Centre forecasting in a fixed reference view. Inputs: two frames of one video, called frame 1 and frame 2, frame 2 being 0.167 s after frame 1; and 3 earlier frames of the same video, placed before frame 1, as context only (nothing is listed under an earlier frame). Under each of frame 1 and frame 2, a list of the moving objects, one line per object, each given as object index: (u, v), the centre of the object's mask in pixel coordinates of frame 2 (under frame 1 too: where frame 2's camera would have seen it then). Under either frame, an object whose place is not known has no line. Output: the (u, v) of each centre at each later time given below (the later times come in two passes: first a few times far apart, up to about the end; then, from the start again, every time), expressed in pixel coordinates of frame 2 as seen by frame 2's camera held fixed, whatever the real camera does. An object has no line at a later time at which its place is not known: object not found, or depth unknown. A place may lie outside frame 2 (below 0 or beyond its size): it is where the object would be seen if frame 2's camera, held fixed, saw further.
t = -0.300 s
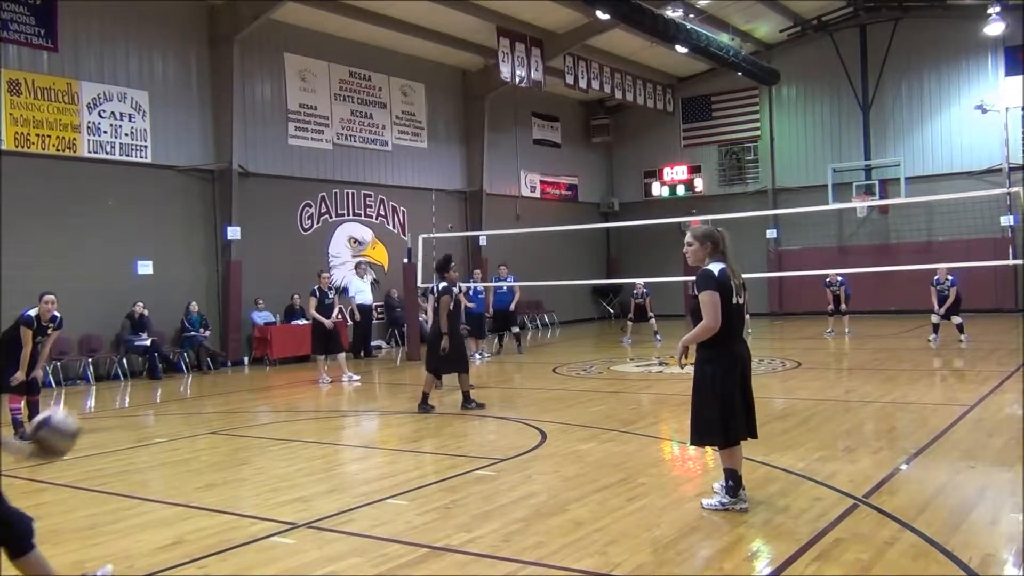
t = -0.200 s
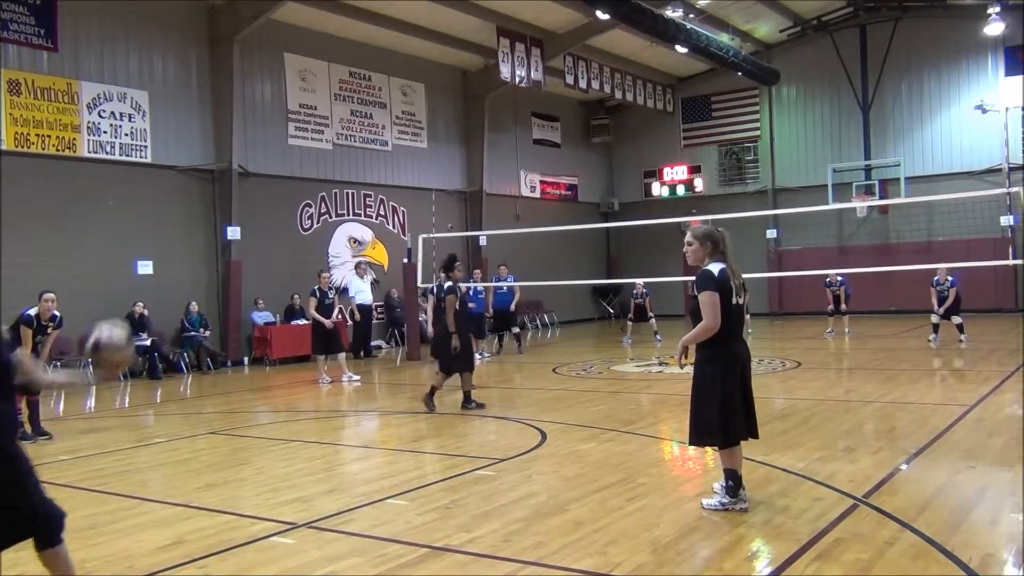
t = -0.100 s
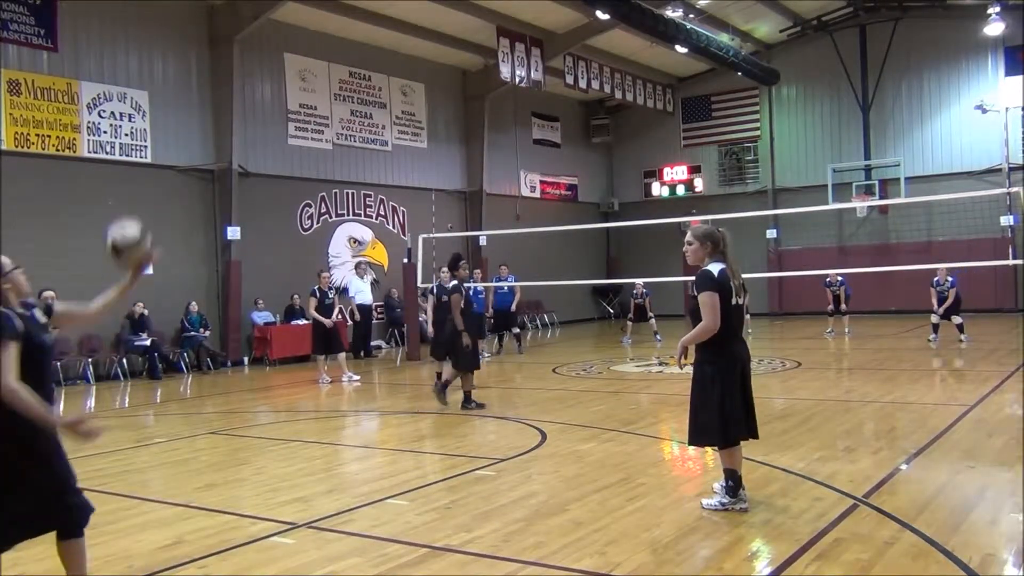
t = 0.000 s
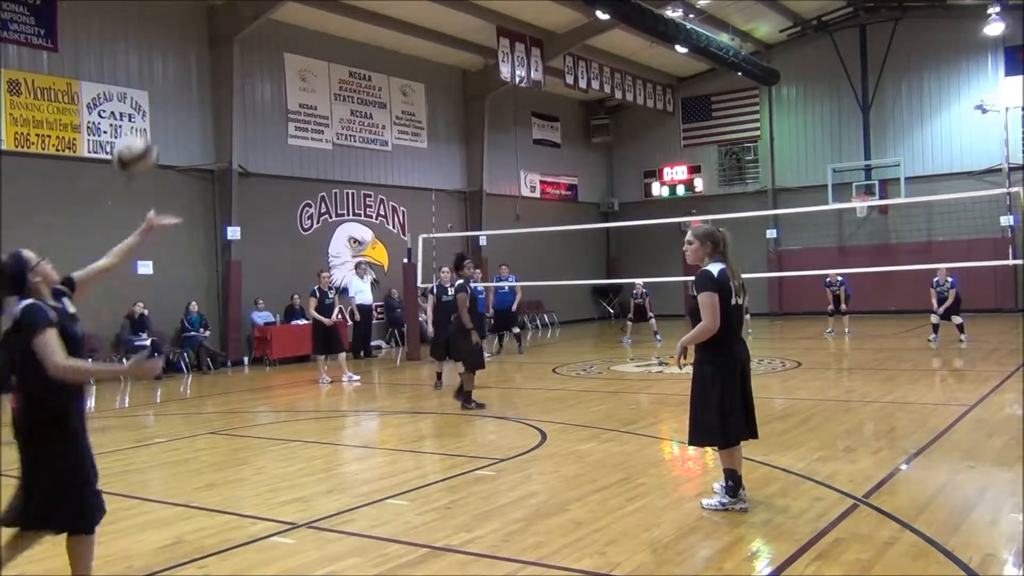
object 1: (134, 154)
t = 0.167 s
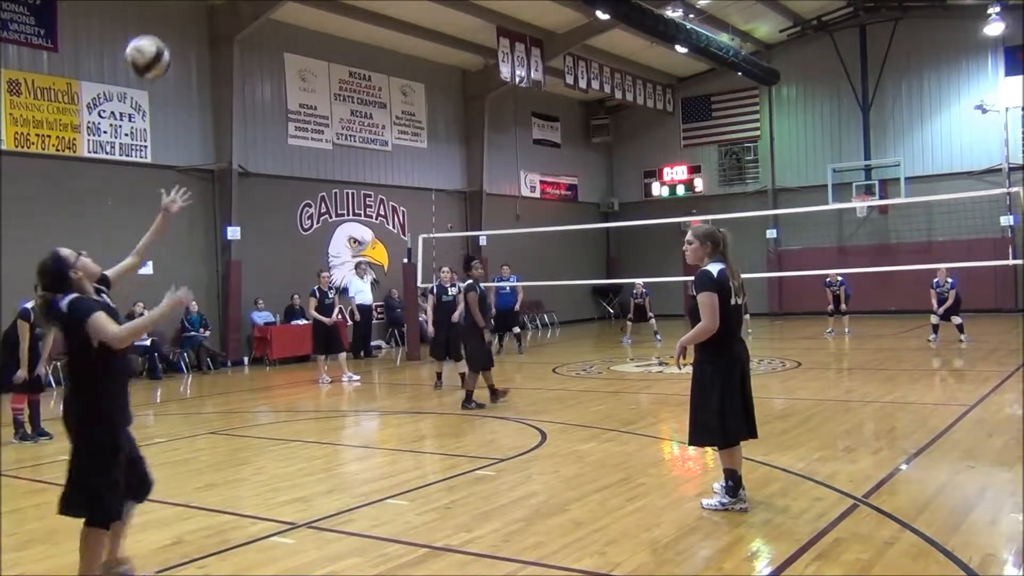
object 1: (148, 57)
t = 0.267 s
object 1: (157, 28)
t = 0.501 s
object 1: (180, 35)
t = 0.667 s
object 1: (198, 101)
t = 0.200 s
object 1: (151, 45)
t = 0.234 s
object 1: (153, 35)
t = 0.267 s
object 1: (157, 28)
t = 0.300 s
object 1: (160, 23)
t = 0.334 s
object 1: (163, 20)
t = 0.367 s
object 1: (166, 20)
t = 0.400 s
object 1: (169, 20)
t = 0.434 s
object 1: (173, 23)
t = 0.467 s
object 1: (176, 28)
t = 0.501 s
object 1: (180, 35)
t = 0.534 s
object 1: (183, 44)
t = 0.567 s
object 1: (187, 56)
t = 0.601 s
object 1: (191, 69)
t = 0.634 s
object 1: (194, 83)
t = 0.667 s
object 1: (198, 101)
